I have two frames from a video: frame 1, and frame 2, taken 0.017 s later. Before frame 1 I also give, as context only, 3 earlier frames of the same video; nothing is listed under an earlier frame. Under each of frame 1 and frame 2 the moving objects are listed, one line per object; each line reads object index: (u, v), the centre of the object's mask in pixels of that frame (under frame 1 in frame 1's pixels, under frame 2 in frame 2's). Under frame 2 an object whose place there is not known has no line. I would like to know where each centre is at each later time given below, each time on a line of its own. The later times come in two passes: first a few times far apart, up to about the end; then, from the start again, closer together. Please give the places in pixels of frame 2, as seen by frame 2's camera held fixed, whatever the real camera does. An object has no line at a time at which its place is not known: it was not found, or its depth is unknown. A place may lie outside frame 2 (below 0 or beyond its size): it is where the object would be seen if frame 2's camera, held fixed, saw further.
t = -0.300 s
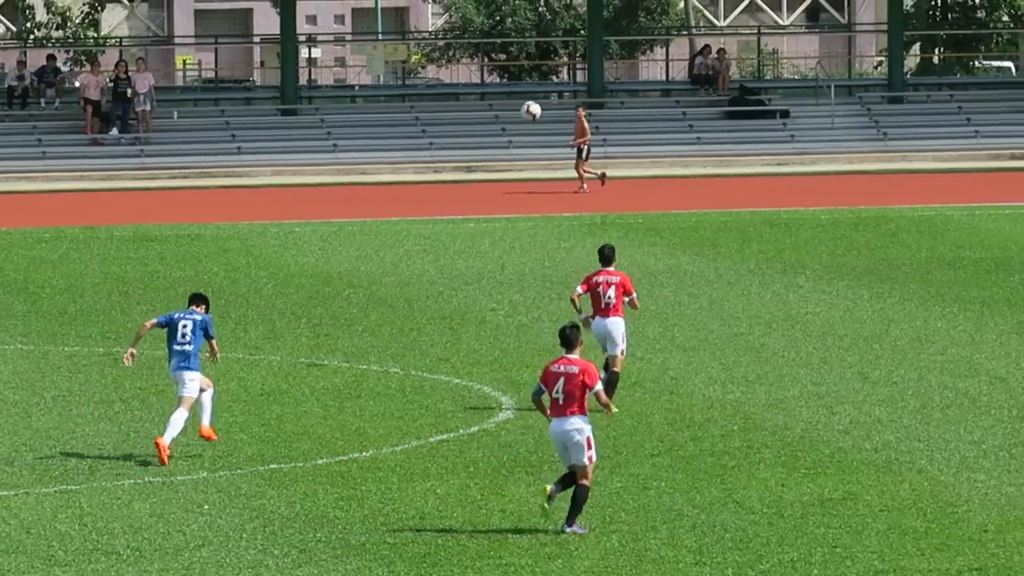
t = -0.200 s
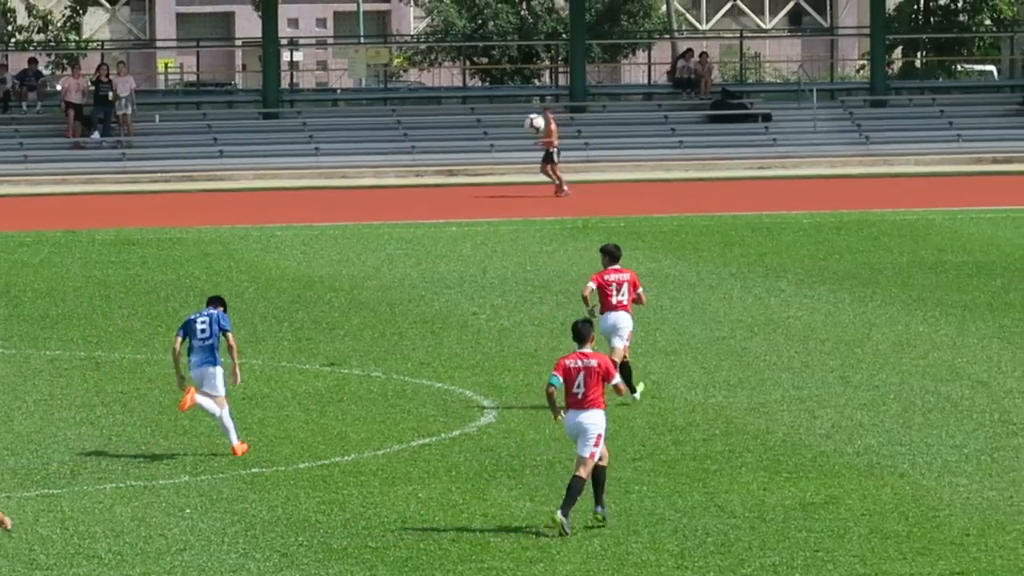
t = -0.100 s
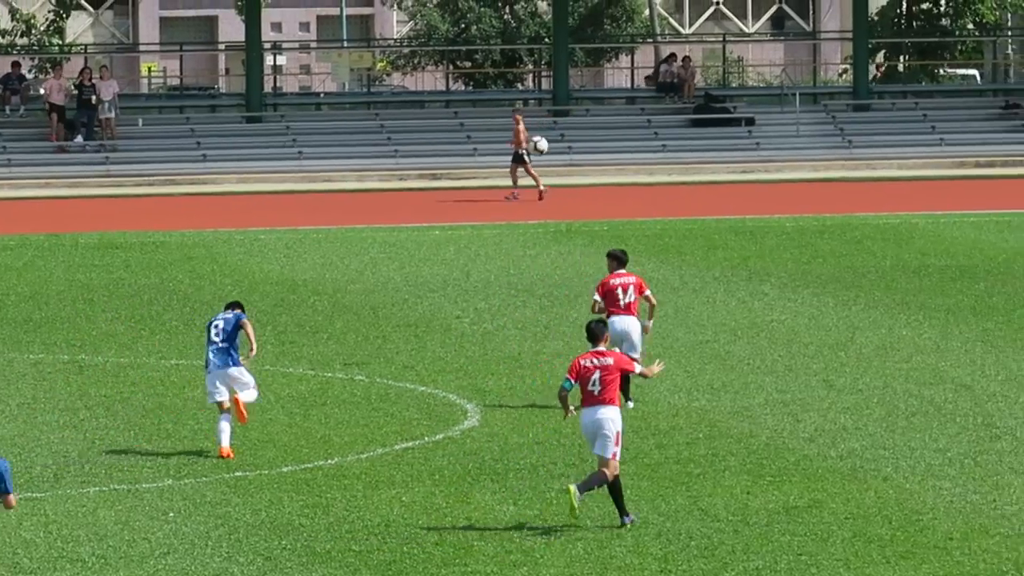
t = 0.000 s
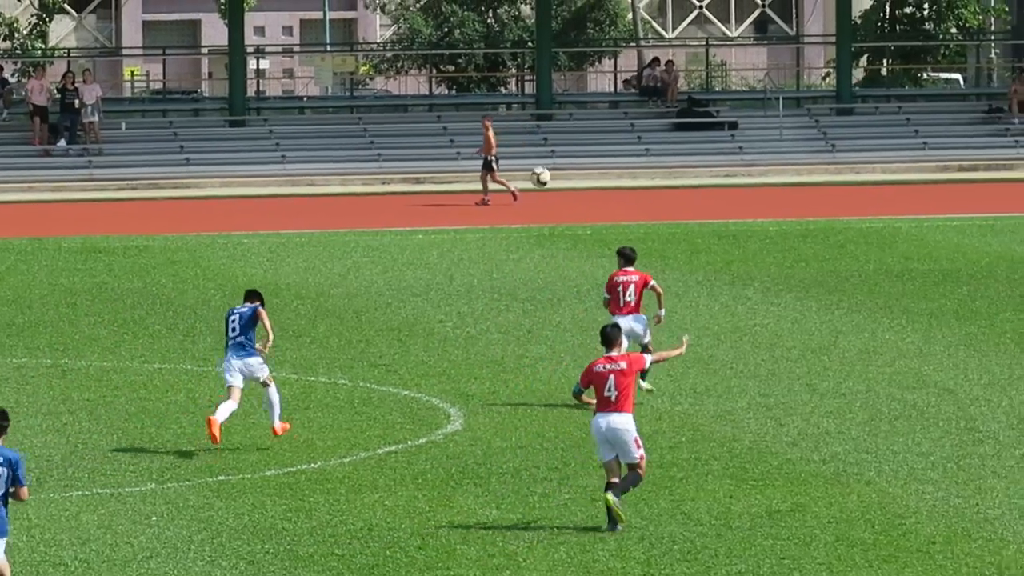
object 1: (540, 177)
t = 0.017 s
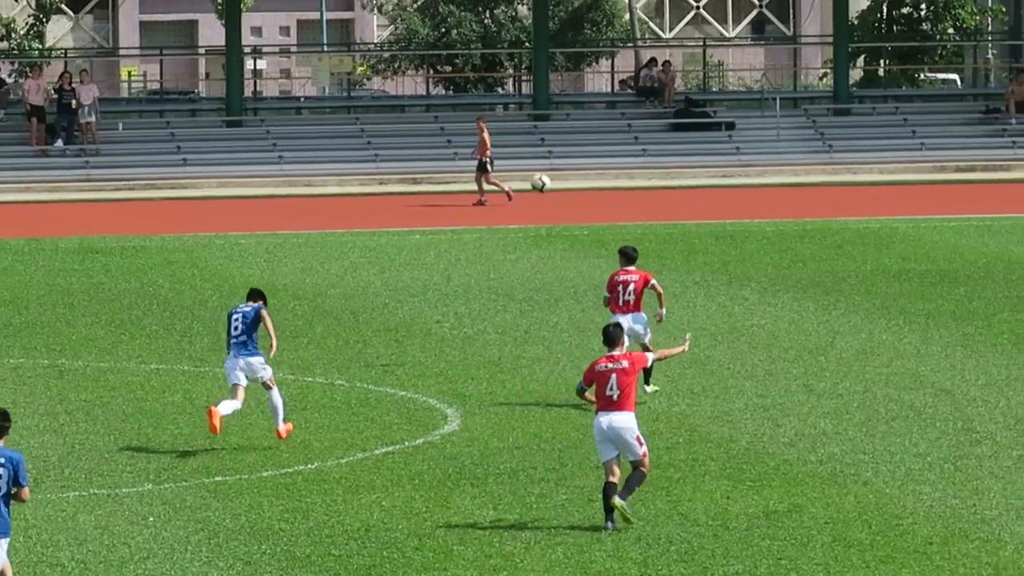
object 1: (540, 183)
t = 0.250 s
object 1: (581, 283)
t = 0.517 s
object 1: (626, 277)
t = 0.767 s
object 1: (667, 203)
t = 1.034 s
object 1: (708, 184)
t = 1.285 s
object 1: (745, 222)
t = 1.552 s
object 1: (780, 316)
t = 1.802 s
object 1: (808, 251)
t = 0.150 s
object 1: (565, 235)
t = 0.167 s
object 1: (567, 241)
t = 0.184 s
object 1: (570, 249)
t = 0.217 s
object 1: (576, 266)
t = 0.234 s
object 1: (579, 274)
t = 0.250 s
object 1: (581, 283)
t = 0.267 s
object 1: (584, 291)
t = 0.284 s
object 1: (587, 300)
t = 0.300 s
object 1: (589, 309)
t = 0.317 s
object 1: (592, 319)
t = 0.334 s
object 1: (595, 328)
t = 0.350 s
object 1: (597, 338)
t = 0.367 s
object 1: (600, 347)
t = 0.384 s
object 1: (603, 342)
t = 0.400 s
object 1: (606, 332)
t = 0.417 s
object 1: (609, 324)
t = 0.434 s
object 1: (611, 315)
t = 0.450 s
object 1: (615, 308)
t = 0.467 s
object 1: (618, 299)
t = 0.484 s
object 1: (620, 292)
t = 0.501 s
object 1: (623, 285)
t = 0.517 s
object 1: (626, 277)
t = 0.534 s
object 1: (629, 271)
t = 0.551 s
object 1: (632, 264)
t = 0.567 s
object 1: (635, 257)
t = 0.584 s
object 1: (638, 251)
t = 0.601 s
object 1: (640, 246)
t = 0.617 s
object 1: (643, 240)
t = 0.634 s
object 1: (646, 235)
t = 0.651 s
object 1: (648, 230)
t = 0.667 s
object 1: (651, 226)
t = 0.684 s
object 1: (654, 221)
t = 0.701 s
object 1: (656, 217)
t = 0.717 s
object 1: (660, 213)
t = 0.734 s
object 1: (662, 209)
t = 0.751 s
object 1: (664, 206)
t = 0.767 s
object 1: (667, 203)
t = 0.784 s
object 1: (670, 200)
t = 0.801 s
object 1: (672, 197)
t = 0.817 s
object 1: (676, 195)
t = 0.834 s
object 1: (678, 193)
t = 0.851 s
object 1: (680, 190)
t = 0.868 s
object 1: (683, 189)
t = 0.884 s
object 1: (686, 187)
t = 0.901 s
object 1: (688, 186)
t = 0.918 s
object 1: (691, 185)
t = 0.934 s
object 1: (693, 184)
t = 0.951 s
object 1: (696, 184)
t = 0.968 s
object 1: (699, 183)
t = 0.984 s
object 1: (700, 183)
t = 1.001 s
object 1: (704, 183)
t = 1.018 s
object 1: (706, 184)
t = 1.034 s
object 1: (708, 184)
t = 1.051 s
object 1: (711, 185)
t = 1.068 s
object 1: (714, 186)
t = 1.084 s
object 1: (717, 188)
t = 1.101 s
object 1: (719, 190)
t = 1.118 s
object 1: (721, 191)
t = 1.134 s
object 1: (724, 193)
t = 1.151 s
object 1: (726, 196)
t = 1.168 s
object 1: (729, 198)
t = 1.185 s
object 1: (731, 201)
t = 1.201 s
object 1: (733, 204)
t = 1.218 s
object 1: (735, 207)
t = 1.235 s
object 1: (738, 210)
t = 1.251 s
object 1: (740, 214)
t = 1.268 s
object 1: (743, 218)
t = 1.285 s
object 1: (745, 222)
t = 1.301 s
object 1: (748, 226)
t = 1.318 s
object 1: (750, 231)
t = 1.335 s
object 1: (752, 235)
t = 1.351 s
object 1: (754, 241)
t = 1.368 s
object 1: (757, 246)
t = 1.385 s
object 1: (759, 251)
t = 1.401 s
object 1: (761, 257)
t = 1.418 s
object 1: (764, 264)
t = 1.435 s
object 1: (765, 269)
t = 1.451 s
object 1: (768, 276)
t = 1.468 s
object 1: (770, 283)
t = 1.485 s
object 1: (772, 289)
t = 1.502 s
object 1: (774, 297)
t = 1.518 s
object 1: (777, 304)
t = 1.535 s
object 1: (778, 311)
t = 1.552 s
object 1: (780, 316)
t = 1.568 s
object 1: (783, 312)
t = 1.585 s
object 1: (785, 306)
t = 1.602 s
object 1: (786, 300)
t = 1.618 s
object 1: (788, 295)
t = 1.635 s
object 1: (790, 290)
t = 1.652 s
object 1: (791, 285)
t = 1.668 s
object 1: (793, 280)
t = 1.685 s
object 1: (796, 276)
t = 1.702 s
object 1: (797, 271)
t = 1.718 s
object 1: (799, 267)
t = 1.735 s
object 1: (800, 264)
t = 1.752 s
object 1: (802, 261)
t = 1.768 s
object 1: (804, 257)
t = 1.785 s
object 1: (806, 255)
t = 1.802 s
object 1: (808, 251)
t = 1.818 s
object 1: (809, 249)
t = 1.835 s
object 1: (811, 247)
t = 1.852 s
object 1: (813, 244)
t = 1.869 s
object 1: (814, 243)
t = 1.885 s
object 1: (816, 242)
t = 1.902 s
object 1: (817, 240)
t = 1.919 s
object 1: (820, 239)
